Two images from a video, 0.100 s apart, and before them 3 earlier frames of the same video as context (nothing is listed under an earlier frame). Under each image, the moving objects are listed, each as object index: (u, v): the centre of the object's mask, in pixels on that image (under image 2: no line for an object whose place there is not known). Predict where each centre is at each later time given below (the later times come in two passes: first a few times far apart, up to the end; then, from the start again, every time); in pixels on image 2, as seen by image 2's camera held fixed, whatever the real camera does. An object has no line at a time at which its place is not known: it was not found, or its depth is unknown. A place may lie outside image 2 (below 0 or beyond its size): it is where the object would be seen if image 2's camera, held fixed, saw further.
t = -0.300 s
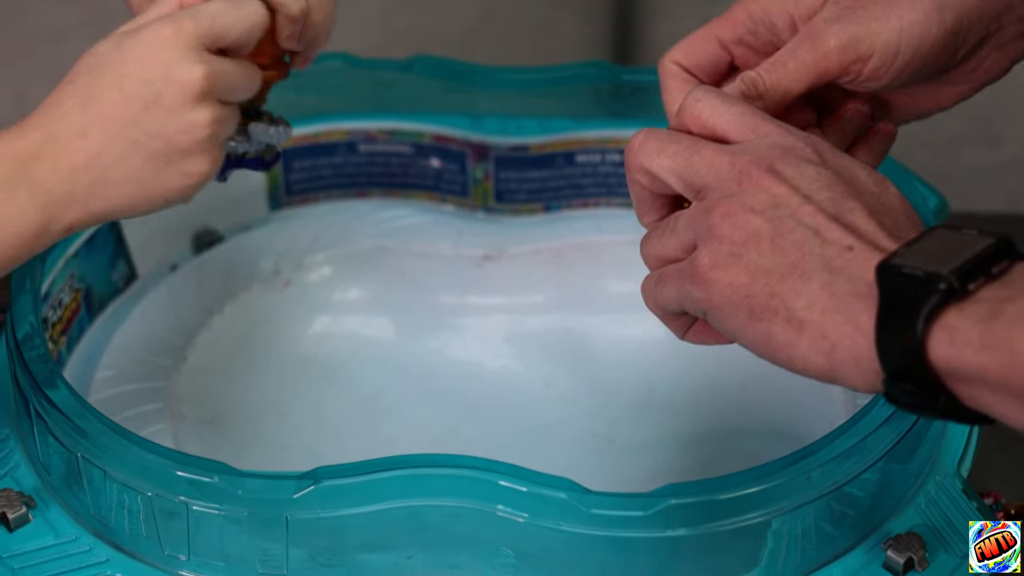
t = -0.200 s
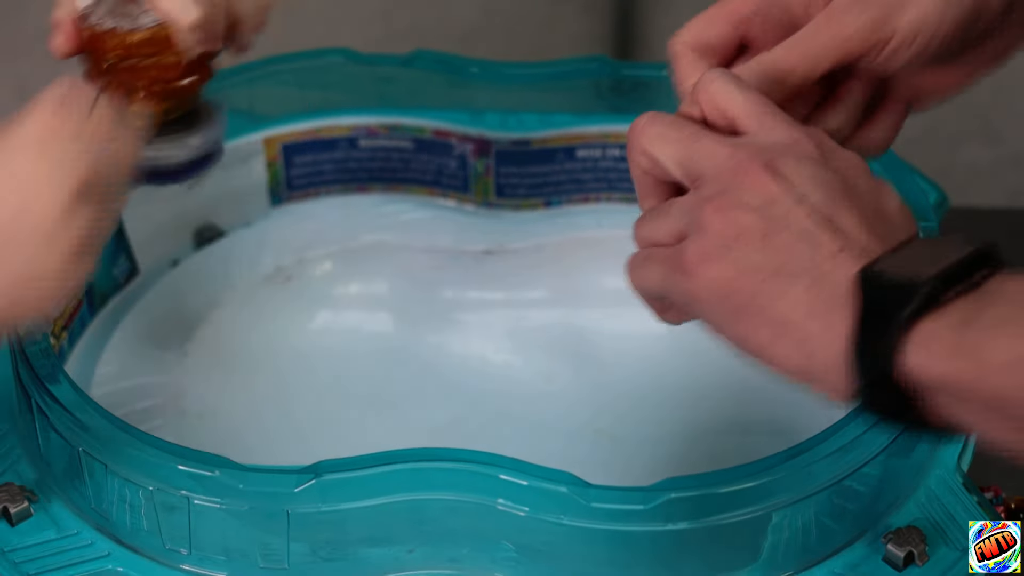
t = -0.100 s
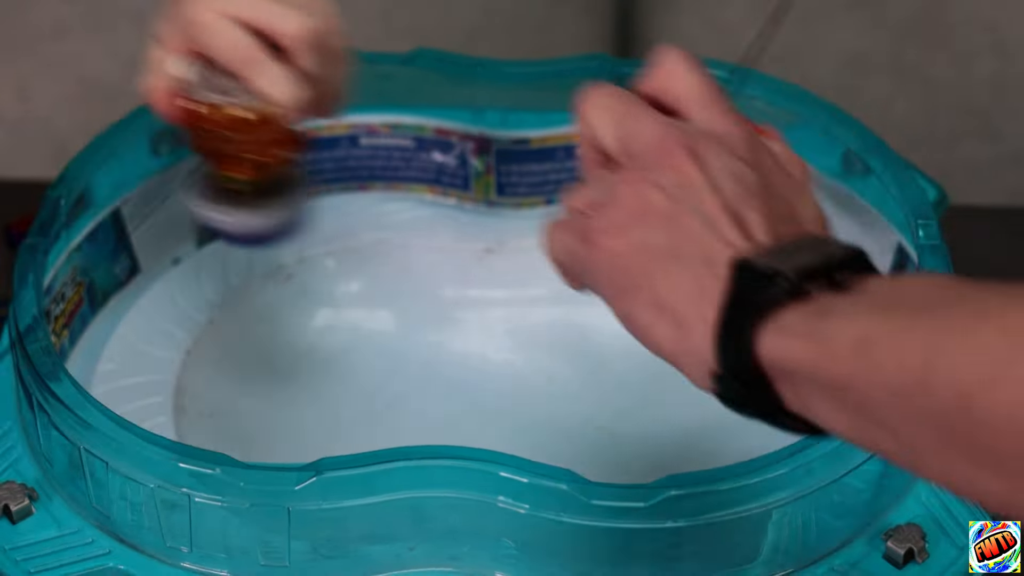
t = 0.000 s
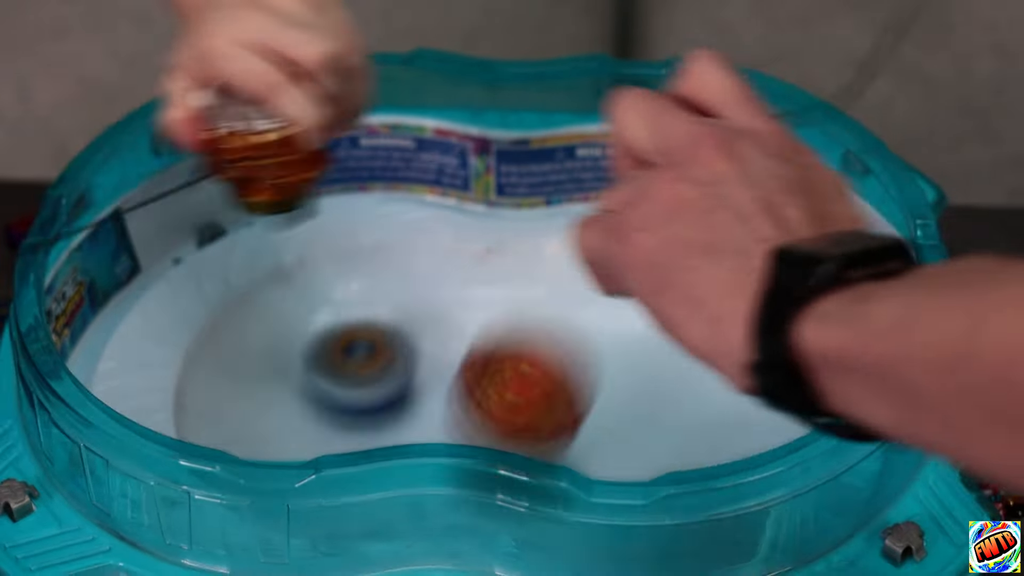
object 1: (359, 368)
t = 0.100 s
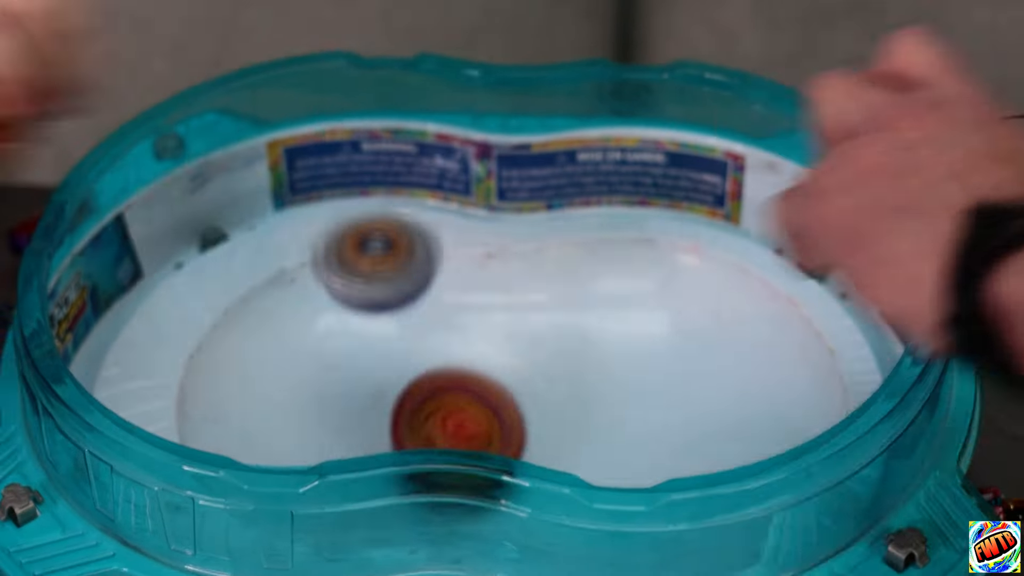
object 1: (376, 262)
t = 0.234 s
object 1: (388, 314)
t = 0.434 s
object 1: (430, 361)
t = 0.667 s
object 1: (492, 316)
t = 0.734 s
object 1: (505, 398)
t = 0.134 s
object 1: (377, 245)
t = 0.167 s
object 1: (378, 248)
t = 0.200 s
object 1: (381, 270)
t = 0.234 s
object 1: (388, 314)
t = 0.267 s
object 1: (398, 378)
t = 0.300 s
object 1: (405, 433)
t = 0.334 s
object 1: (413, 484)
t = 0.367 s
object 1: (419, 411)
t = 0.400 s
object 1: (424, 379)
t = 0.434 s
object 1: (430, 361)
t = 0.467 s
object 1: (439, 325)
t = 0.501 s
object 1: (449, 289)
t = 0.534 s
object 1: (456, 260)
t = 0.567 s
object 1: (463, 252)
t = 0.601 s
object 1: (471, 259)
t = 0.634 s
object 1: (481, 287)
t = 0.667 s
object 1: (492, 316)
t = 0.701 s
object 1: (506, 364)
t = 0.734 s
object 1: (505, 398)
